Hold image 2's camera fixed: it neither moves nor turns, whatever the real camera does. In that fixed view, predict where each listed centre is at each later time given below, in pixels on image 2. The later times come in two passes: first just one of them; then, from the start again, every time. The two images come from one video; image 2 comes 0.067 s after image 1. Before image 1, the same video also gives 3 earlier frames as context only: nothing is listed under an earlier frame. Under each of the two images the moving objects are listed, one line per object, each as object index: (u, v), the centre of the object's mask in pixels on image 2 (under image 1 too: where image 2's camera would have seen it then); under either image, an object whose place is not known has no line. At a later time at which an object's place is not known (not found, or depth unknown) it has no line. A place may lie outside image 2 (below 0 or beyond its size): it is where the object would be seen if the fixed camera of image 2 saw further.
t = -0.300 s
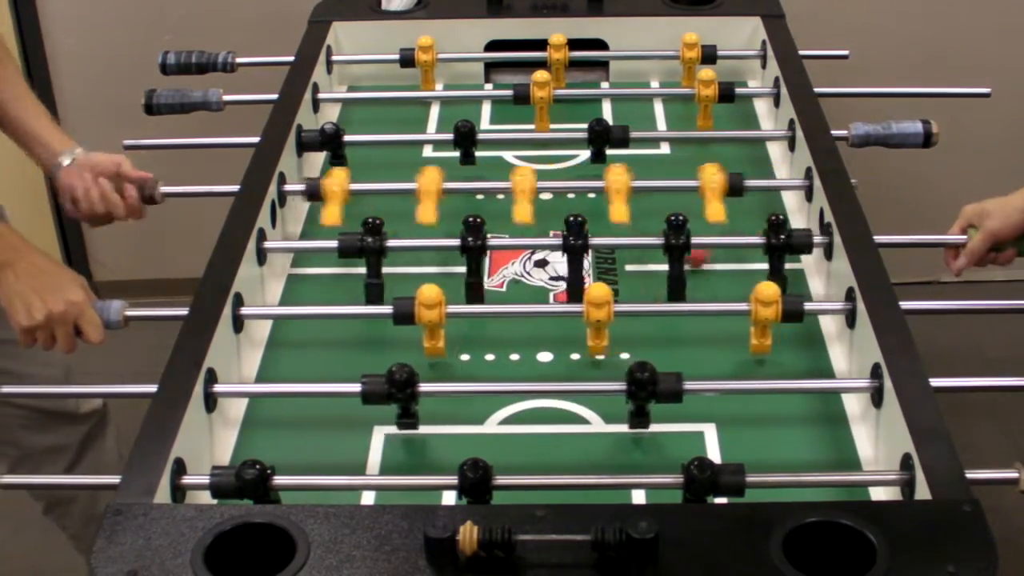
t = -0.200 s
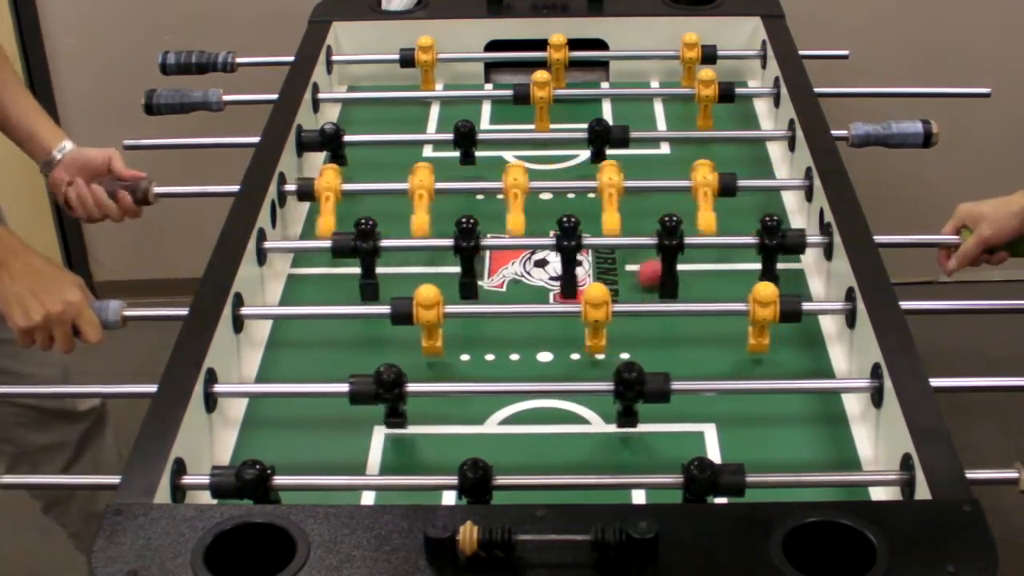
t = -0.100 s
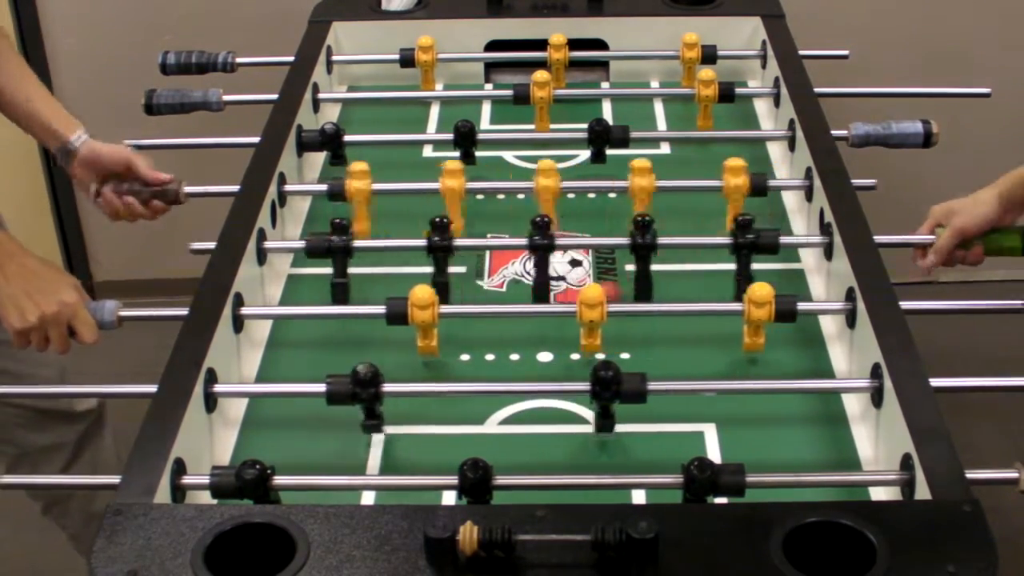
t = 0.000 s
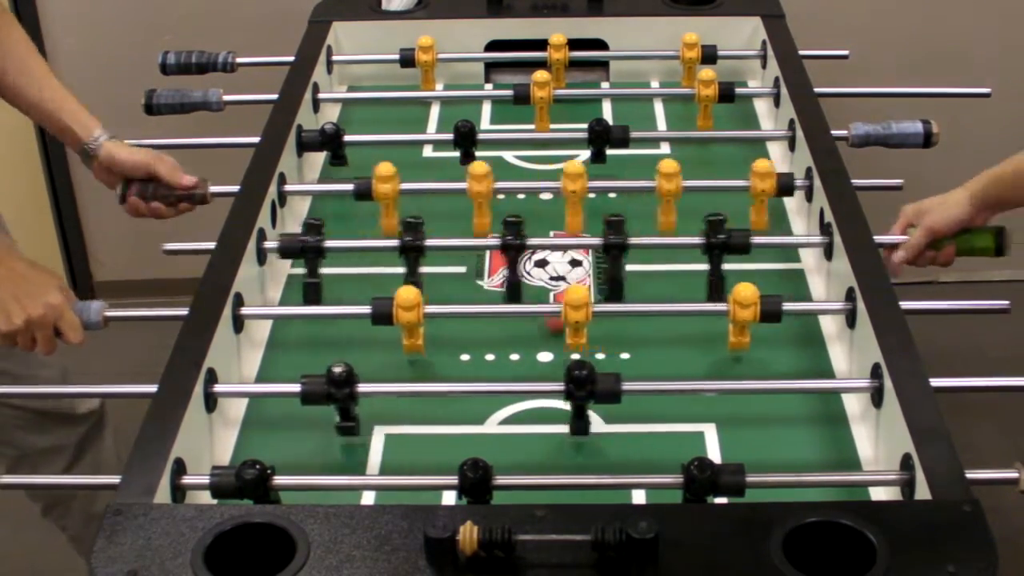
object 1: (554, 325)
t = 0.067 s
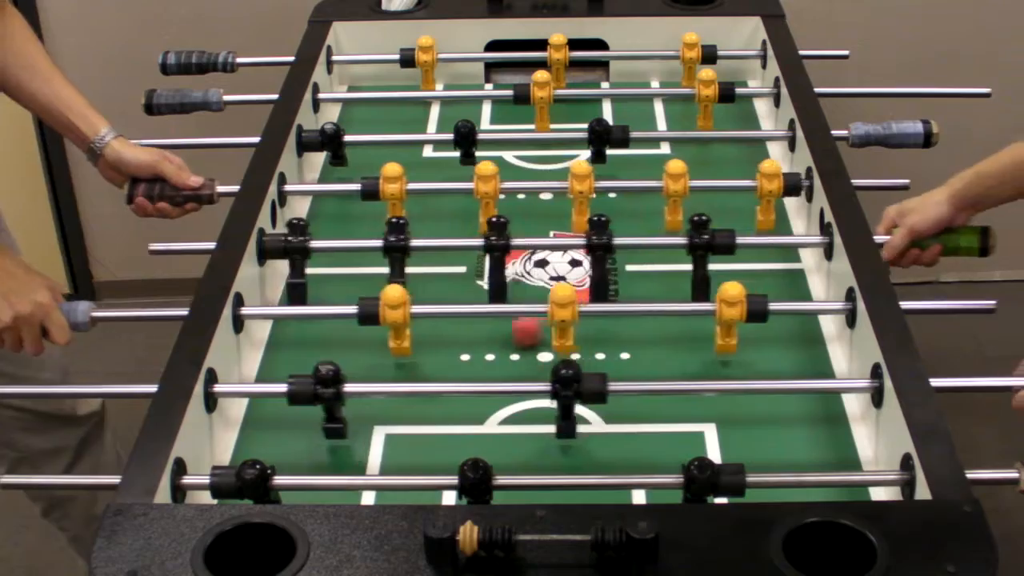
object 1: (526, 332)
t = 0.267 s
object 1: (427, 372)
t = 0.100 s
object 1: (510, 339)
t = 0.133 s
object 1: (493, 347)
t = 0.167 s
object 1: (477, 353)
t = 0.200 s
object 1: (460, 362)
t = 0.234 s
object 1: (443, 368)
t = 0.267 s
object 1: (427, 372)
